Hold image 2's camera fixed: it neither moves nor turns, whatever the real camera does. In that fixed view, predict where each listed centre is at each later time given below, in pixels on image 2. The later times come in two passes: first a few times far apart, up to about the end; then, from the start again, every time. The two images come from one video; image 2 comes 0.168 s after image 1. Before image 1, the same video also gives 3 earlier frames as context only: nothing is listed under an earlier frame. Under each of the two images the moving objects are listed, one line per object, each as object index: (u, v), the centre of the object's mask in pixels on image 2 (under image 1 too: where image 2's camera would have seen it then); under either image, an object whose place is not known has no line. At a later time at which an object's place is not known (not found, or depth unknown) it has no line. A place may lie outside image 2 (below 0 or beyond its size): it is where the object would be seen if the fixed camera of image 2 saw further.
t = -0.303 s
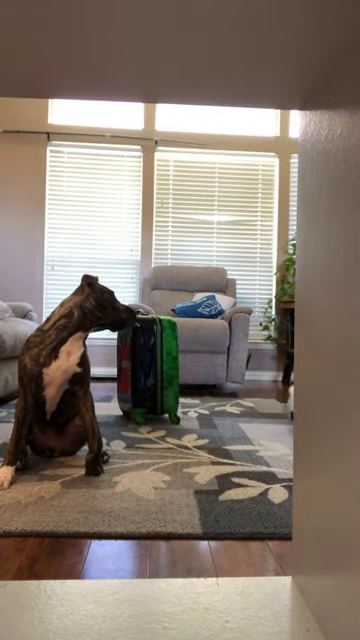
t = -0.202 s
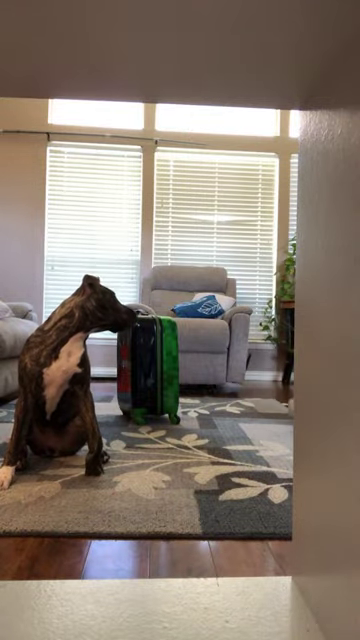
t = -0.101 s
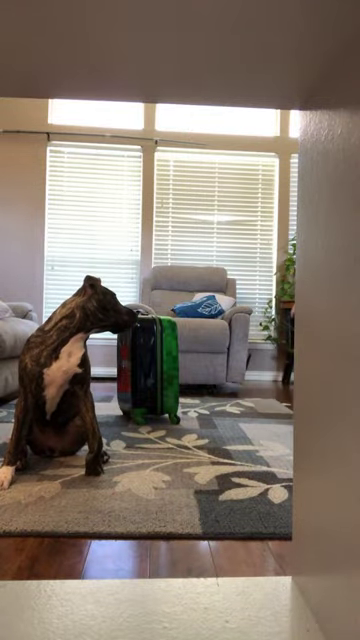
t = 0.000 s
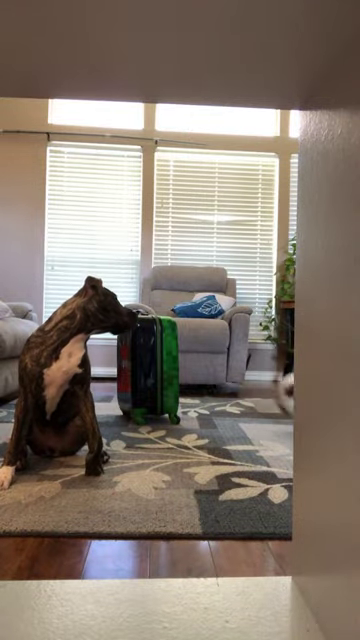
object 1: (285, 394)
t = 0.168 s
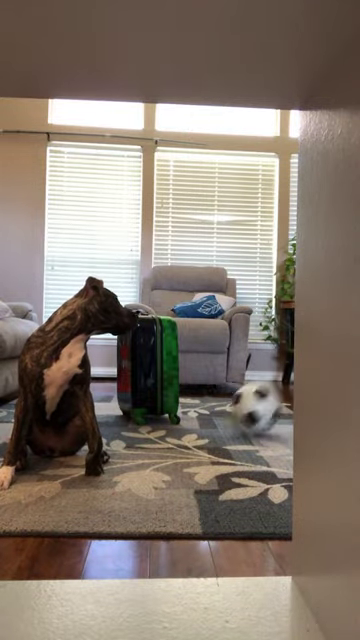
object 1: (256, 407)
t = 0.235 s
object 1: (245, 406)
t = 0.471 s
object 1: (219, 412)
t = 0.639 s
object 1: (204, 413)
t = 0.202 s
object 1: (248, 410)
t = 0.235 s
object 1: (245, 406)
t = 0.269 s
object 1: (240, 404)
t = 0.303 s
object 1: (237, 405)
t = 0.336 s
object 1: (232, 408)
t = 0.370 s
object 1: (228, 412)
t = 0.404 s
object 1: (225, 410)
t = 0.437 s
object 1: (222, 410)
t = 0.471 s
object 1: (219, 412)
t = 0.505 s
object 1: (216, 412)
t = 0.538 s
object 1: (213, 412)
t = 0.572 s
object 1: (210, 413)
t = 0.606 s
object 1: (207, 413)
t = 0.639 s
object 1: (204, 413)
